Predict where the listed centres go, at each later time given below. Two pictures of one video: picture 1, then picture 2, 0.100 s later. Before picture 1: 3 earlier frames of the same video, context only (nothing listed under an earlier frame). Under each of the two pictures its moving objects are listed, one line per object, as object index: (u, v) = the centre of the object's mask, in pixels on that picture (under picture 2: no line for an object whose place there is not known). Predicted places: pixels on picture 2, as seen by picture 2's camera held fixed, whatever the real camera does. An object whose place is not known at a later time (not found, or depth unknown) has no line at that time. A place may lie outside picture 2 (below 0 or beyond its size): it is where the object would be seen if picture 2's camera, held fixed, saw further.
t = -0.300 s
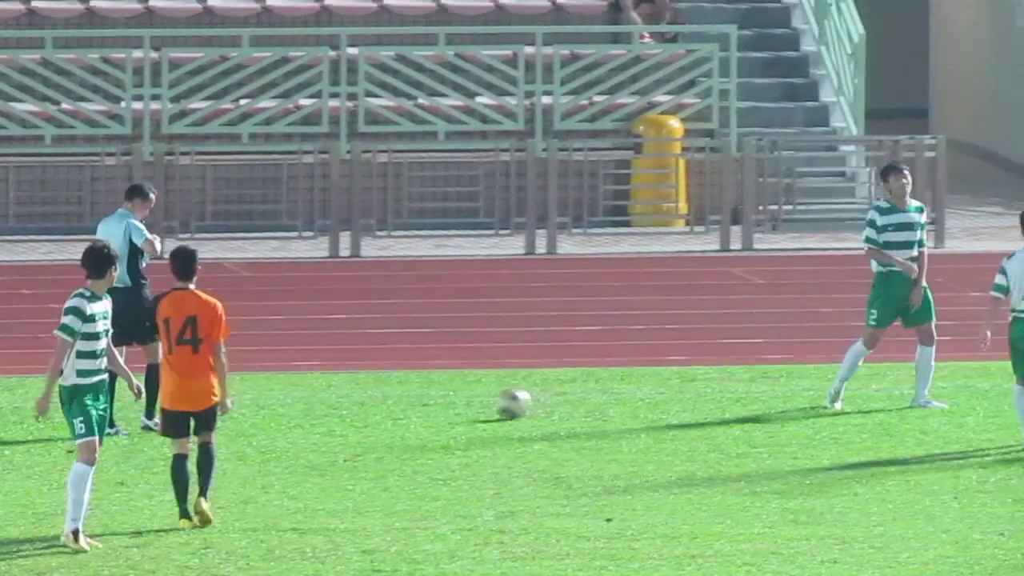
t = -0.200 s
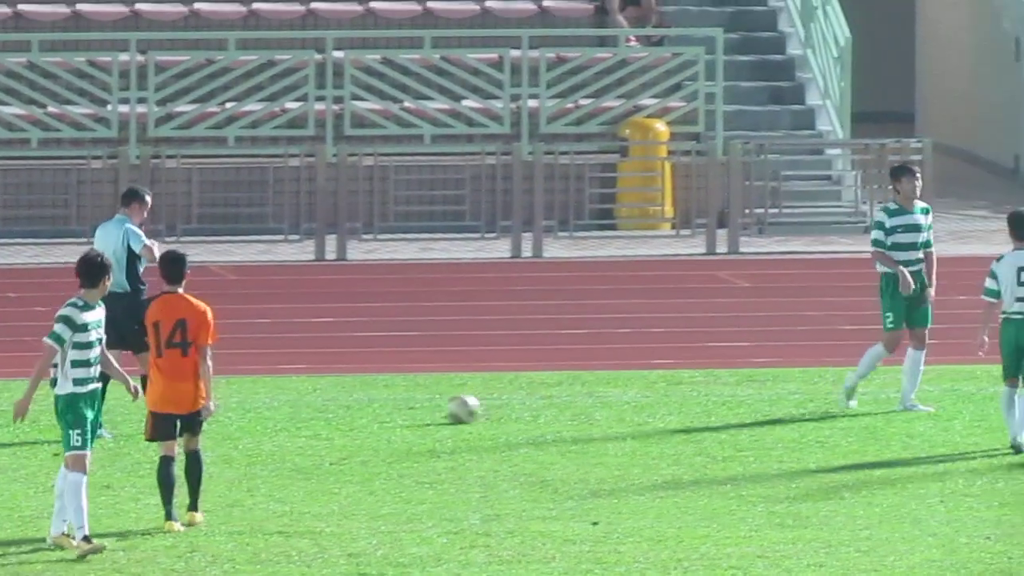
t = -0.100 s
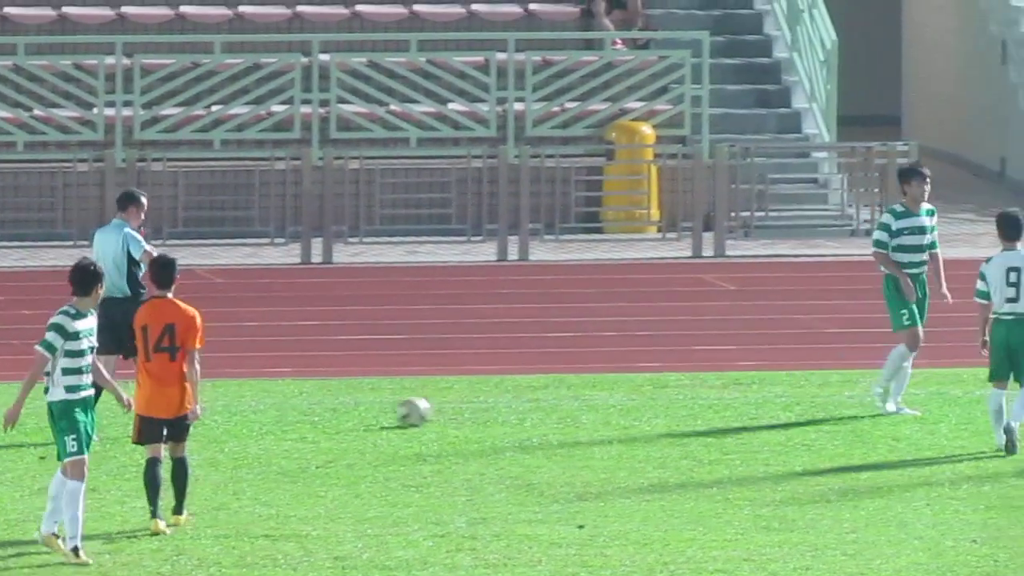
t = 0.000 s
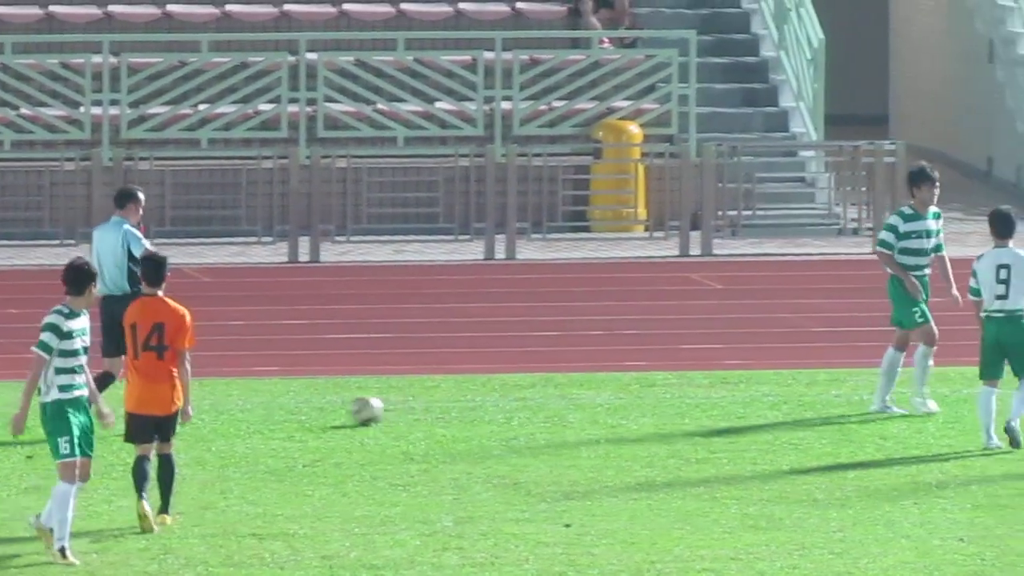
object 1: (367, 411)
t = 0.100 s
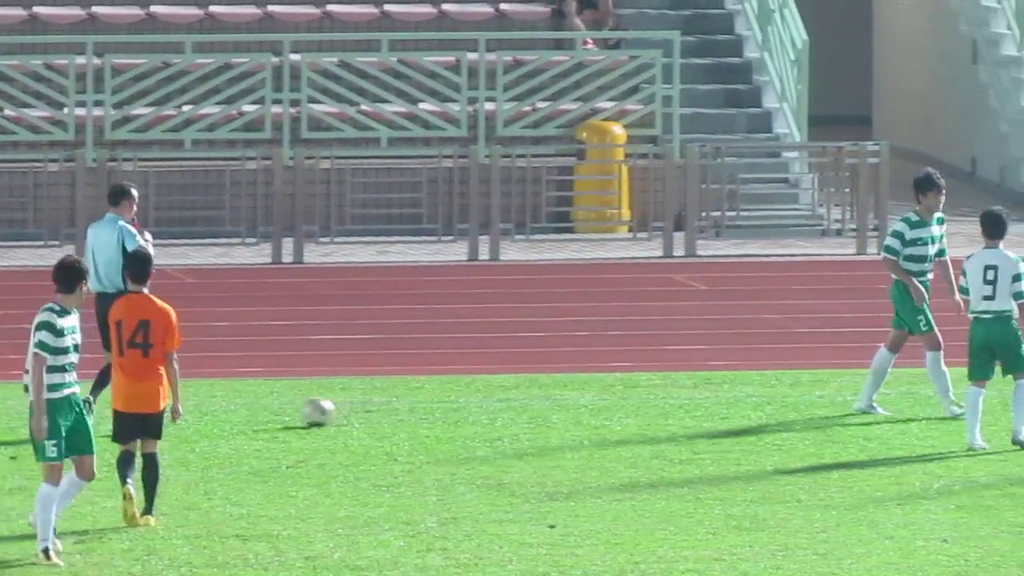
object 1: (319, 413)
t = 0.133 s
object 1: (308, 412)
